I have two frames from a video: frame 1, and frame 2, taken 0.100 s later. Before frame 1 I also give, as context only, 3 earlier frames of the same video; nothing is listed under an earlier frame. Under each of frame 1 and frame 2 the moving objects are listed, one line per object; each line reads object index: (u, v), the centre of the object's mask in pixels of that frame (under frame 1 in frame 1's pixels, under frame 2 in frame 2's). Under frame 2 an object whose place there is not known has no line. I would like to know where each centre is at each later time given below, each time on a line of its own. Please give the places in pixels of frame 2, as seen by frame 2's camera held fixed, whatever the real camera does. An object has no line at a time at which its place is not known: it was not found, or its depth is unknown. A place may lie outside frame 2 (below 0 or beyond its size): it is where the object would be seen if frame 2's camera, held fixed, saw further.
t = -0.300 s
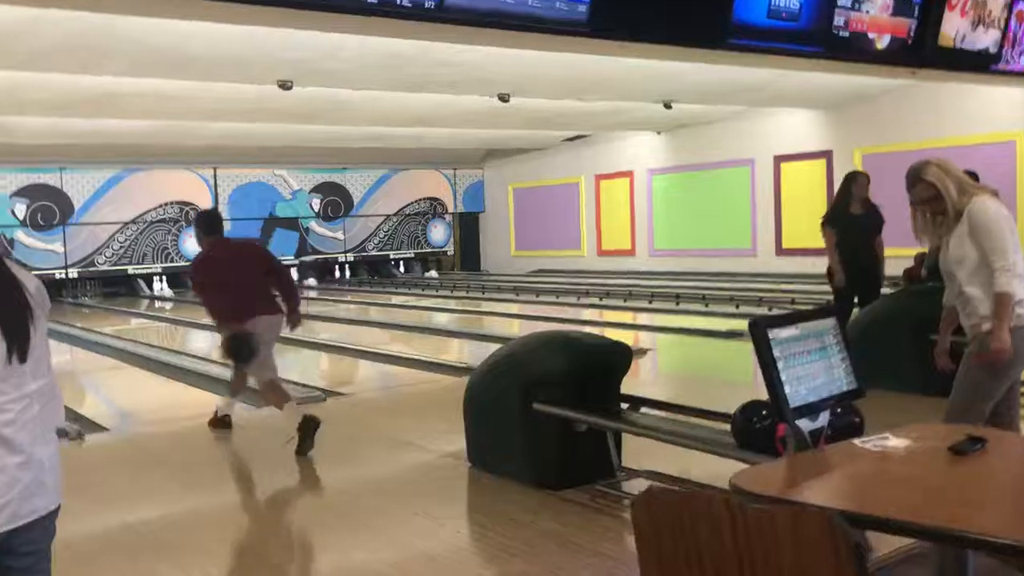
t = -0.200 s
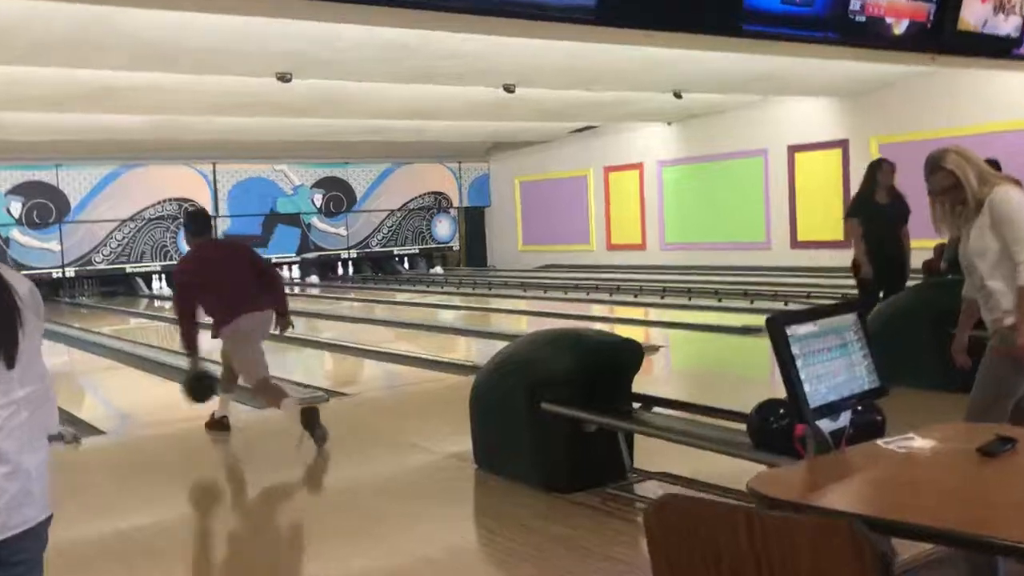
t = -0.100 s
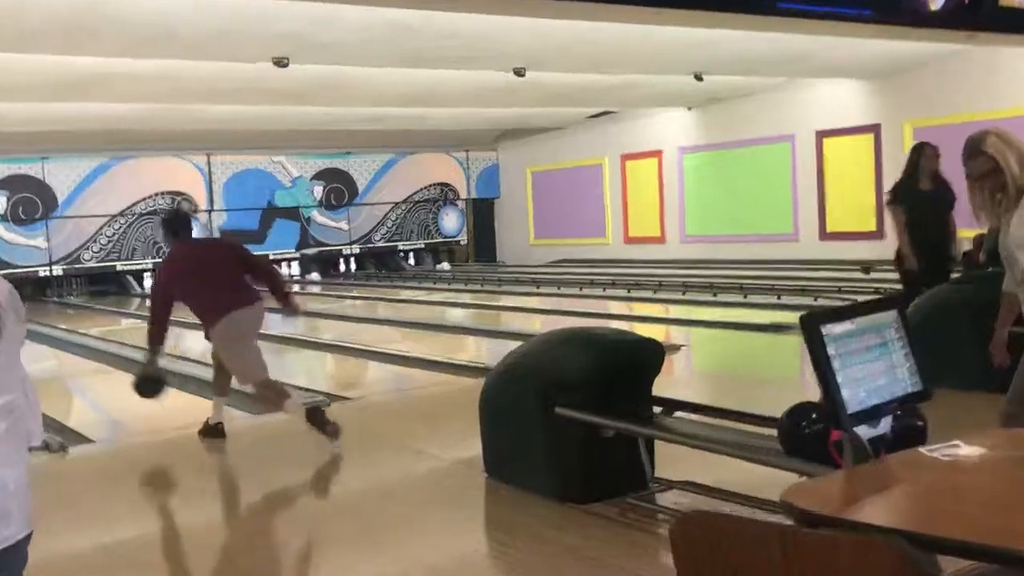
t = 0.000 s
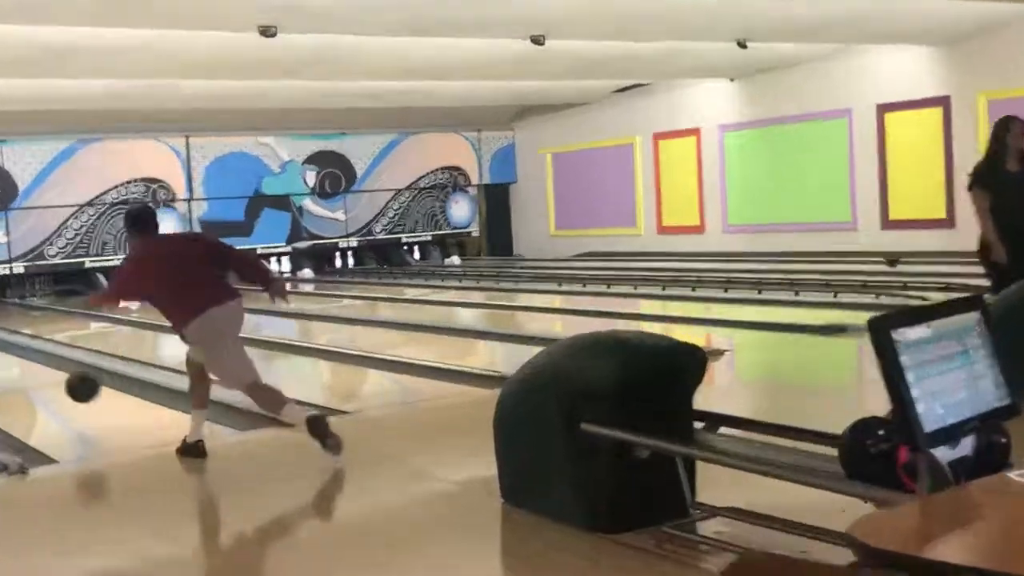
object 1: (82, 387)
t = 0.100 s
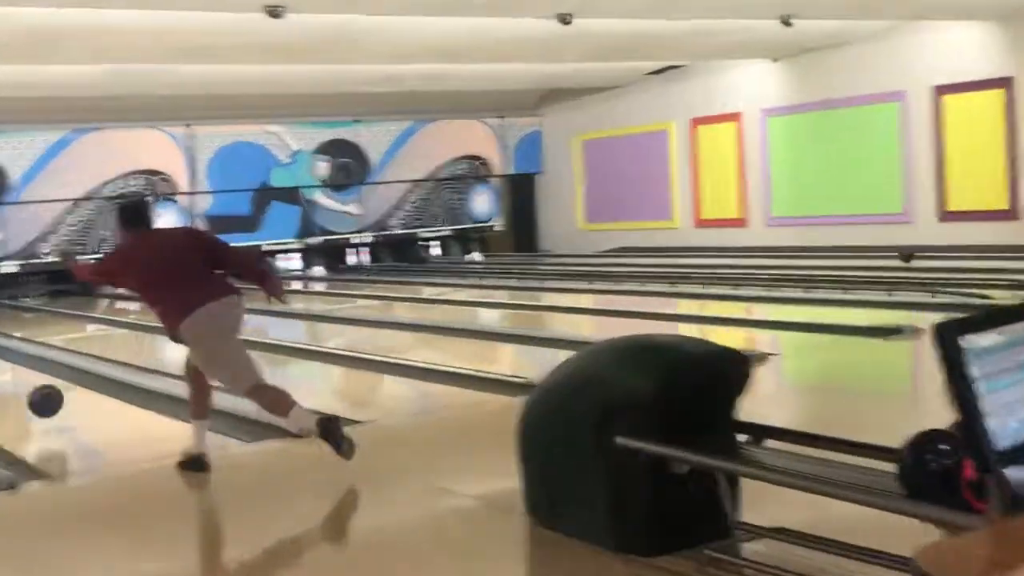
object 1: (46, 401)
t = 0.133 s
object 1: (36, 406)
